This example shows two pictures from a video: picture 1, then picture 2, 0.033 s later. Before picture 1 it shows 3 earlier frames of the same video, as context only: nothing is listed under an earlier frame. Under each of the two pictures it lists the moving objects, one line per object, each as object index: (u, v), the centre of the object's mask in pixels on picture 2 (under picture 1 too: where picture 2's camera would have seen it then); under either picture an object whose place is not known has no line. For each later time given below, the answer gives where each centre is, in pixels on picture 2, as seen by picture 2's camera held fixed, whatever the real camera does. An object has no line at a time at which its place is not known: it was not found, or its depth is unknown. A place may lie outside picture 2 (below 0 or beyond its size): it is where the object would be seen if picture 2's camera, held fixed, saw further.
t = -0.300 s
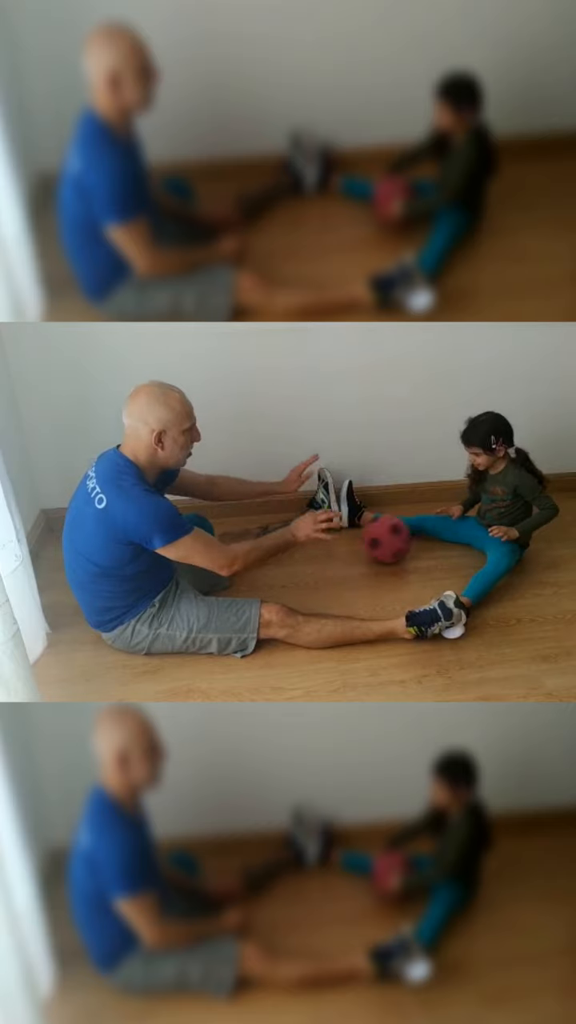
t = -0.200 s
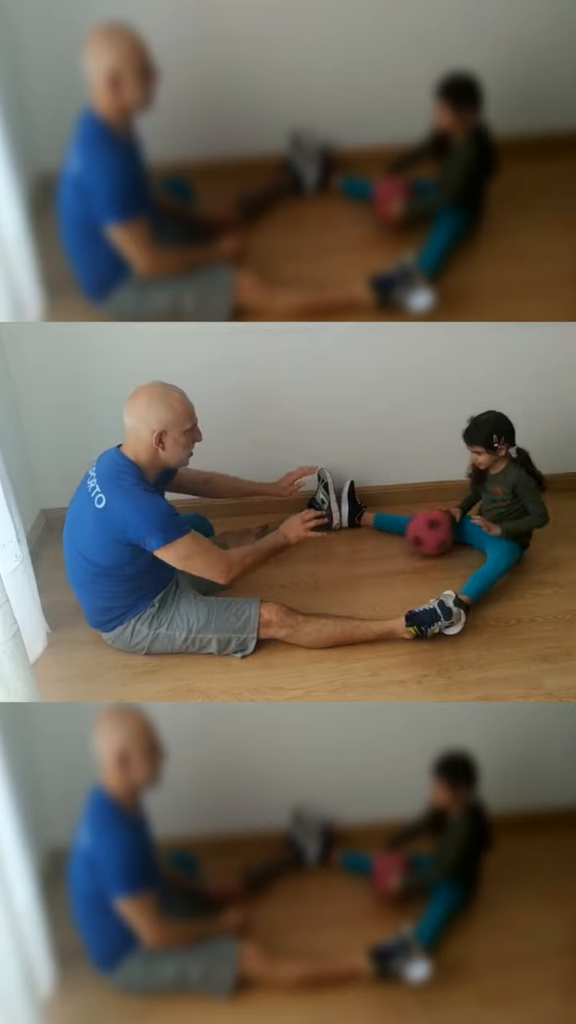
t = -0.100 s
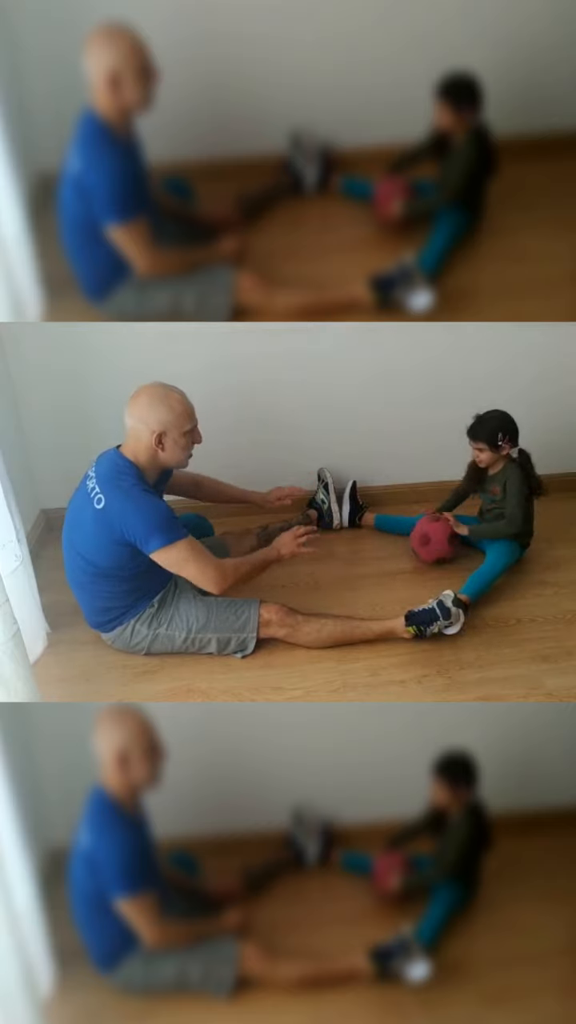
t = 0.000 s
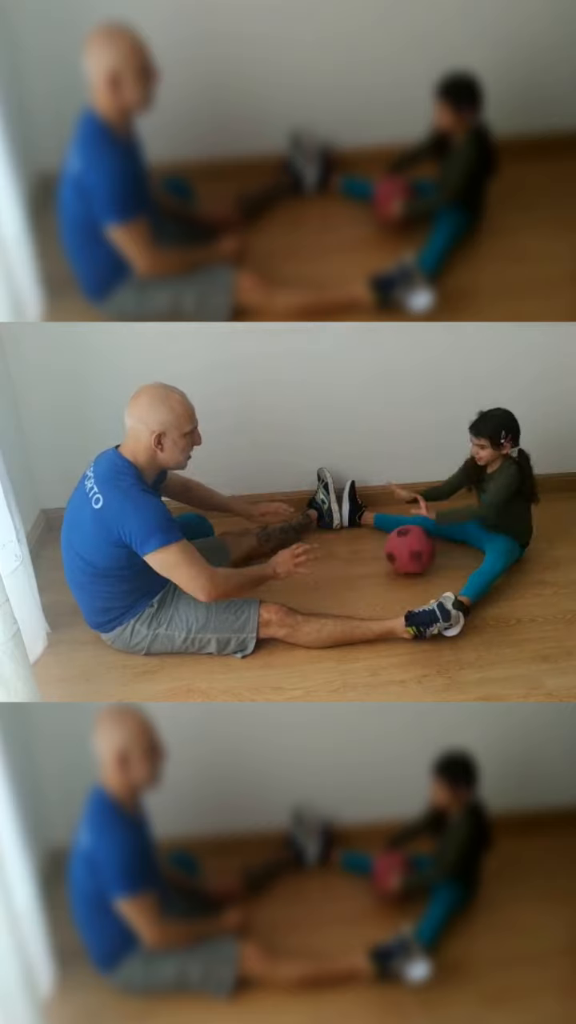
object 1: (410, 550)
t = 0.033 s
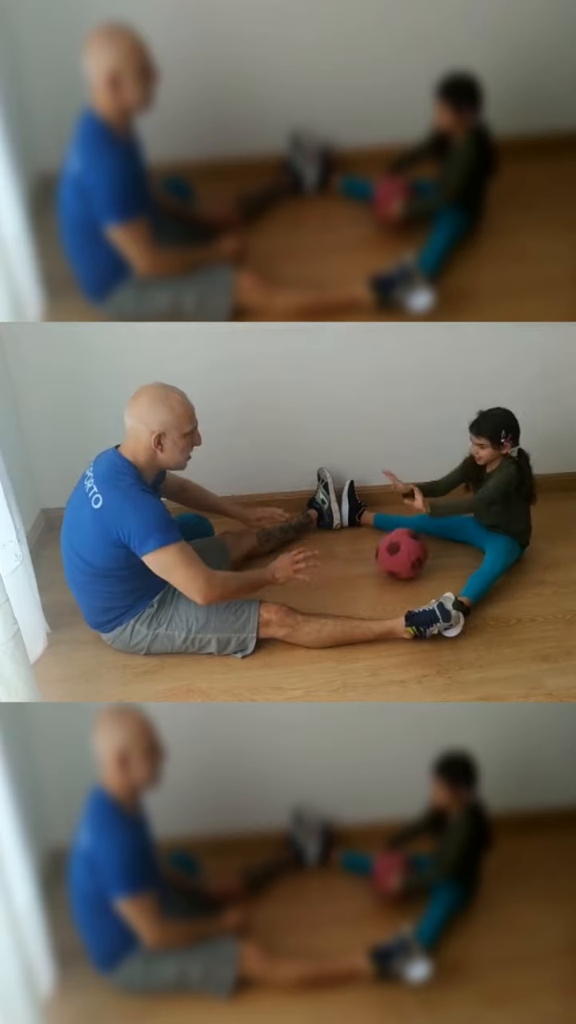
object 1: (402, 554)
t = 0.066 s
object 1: (393, 558)
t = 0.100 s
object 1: (385, 562)
